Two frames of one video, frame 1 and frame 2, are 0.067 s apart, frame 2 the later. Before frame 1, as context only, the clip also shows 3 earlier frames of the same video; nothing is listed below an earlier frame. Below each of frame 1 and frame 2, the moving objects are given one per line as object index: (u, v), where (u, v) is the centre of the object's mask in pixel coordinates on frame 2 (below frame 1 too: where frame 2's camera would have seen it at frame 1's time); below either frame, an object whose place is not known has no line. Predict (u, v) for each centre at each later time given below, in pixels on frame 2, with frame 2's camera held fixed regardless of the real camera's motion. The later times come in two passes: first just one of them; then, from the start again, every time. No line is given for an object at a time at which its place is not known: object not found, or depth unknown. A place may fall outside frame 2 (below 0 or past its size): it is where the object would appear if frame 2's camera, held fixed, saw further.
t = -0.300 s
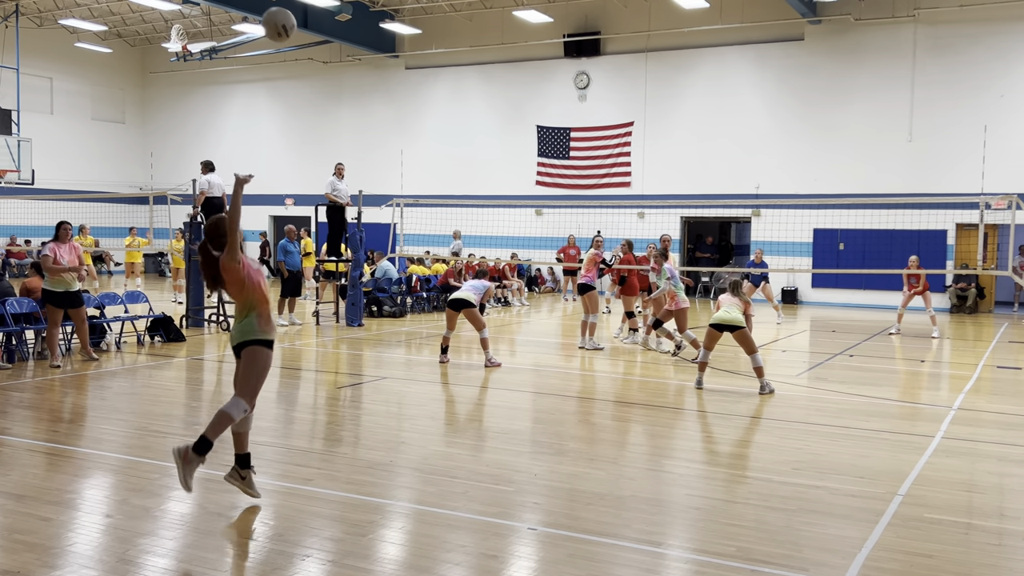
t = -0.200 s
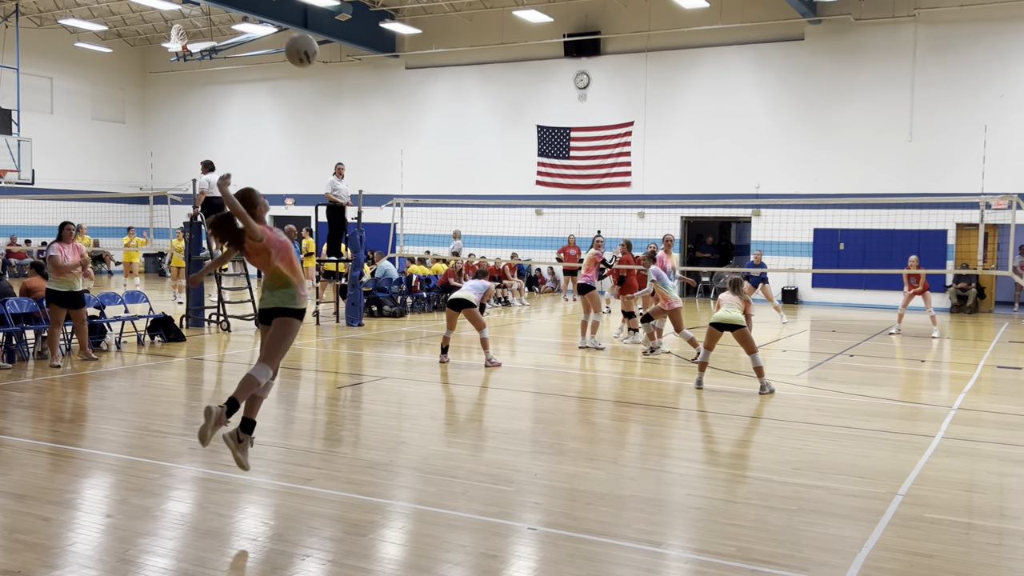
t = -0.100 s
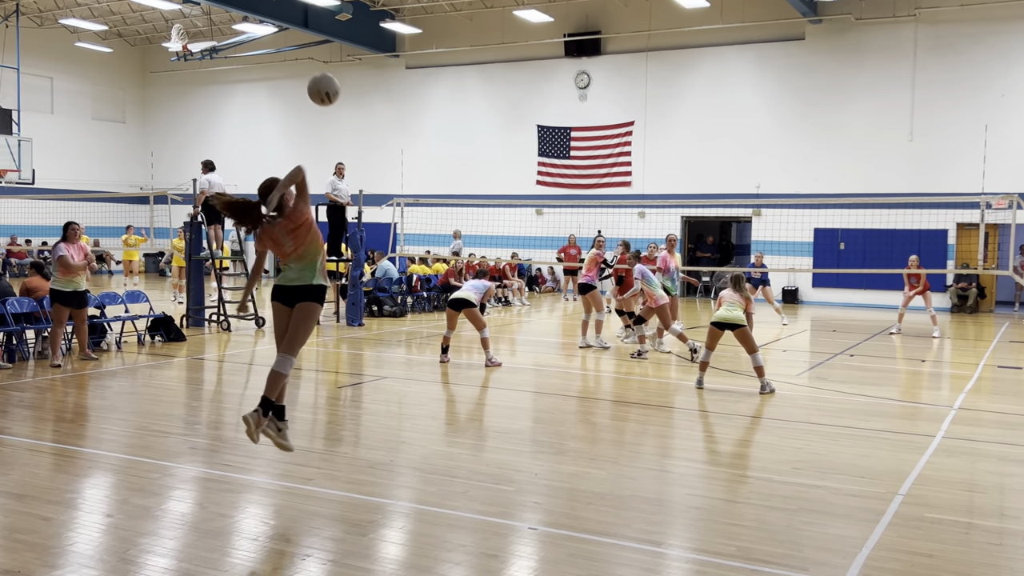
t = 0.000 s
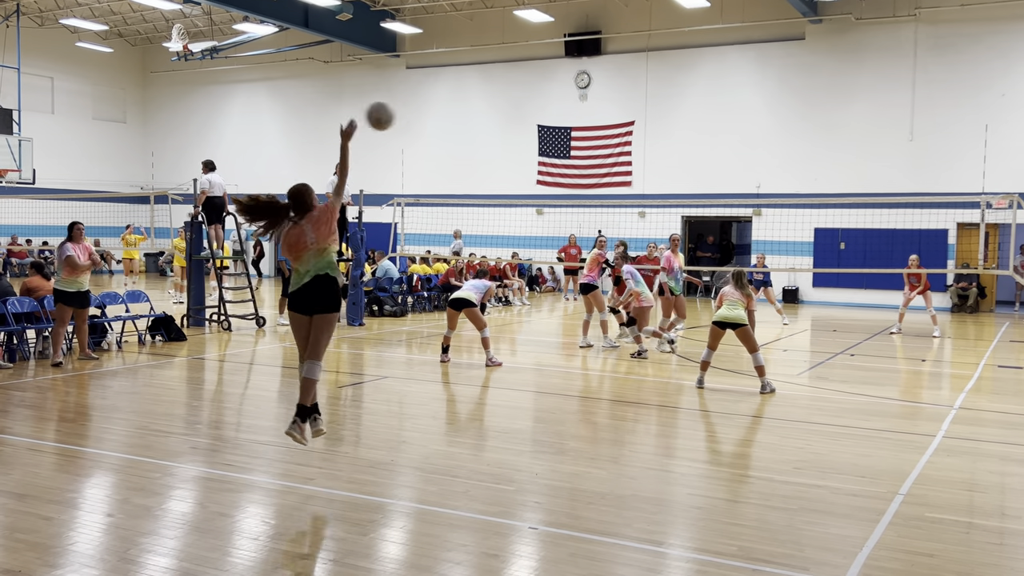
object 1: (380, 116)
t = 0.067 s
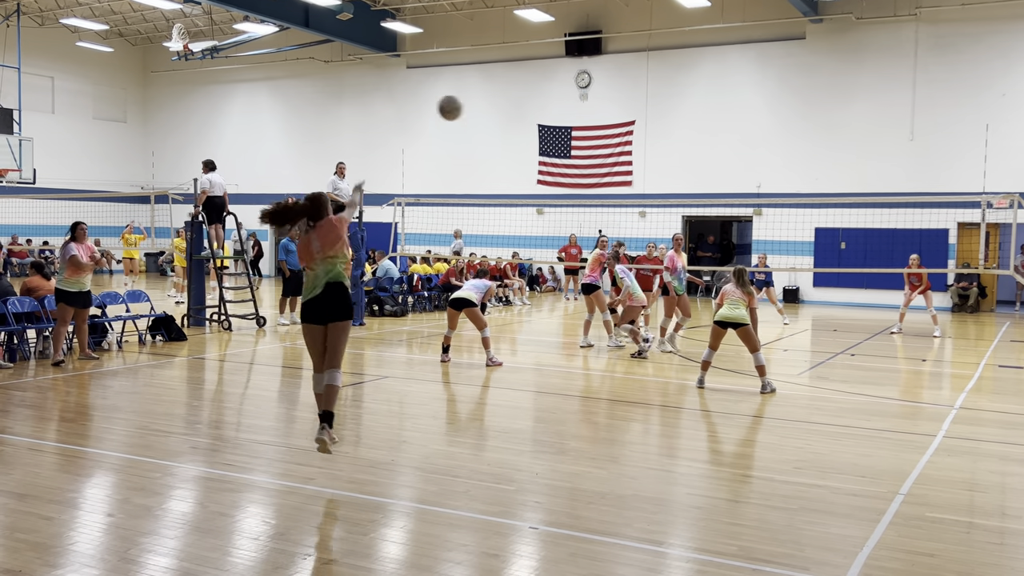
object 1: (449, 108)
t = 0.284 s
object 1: (586, 113)
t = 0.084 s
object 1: (464, 107)
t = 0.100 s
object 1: (478, 106)
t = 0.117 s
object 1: (491, 106)
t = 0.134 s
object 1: (503, 105)
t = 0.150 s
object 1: (514, 106)
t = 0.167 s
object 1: (525, 106)
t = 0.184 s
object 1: (535, 106)
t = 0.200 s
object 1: (544, 107)
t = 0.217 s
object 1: (553, 108)
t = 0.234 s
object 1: (562, 109)
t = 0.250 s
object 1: (570, 110)
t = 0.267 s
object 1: (578, 111)
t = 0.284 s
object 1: (586, 113)
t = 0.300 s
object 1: (592, 114)
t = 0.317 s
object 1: (599, 116)
